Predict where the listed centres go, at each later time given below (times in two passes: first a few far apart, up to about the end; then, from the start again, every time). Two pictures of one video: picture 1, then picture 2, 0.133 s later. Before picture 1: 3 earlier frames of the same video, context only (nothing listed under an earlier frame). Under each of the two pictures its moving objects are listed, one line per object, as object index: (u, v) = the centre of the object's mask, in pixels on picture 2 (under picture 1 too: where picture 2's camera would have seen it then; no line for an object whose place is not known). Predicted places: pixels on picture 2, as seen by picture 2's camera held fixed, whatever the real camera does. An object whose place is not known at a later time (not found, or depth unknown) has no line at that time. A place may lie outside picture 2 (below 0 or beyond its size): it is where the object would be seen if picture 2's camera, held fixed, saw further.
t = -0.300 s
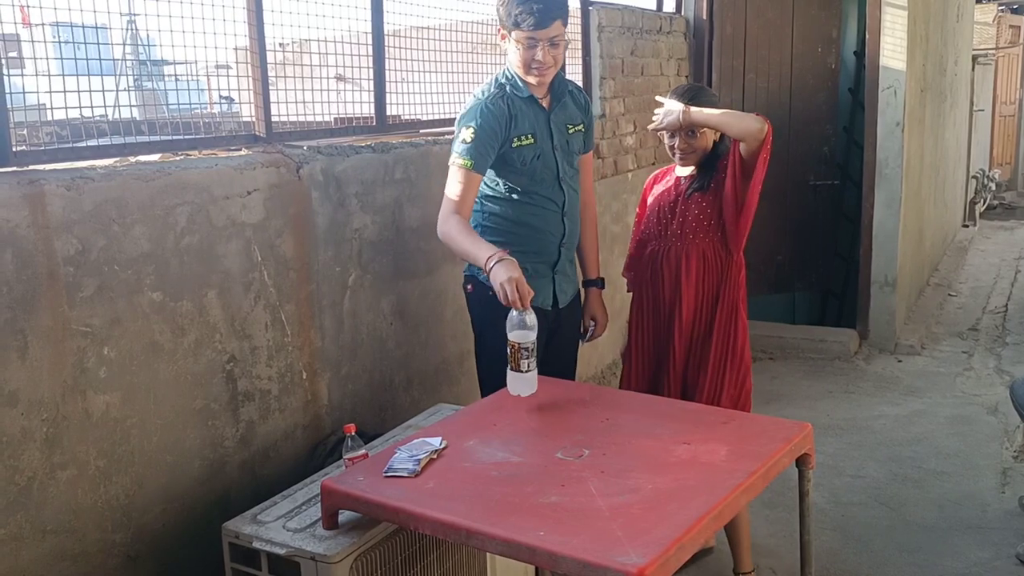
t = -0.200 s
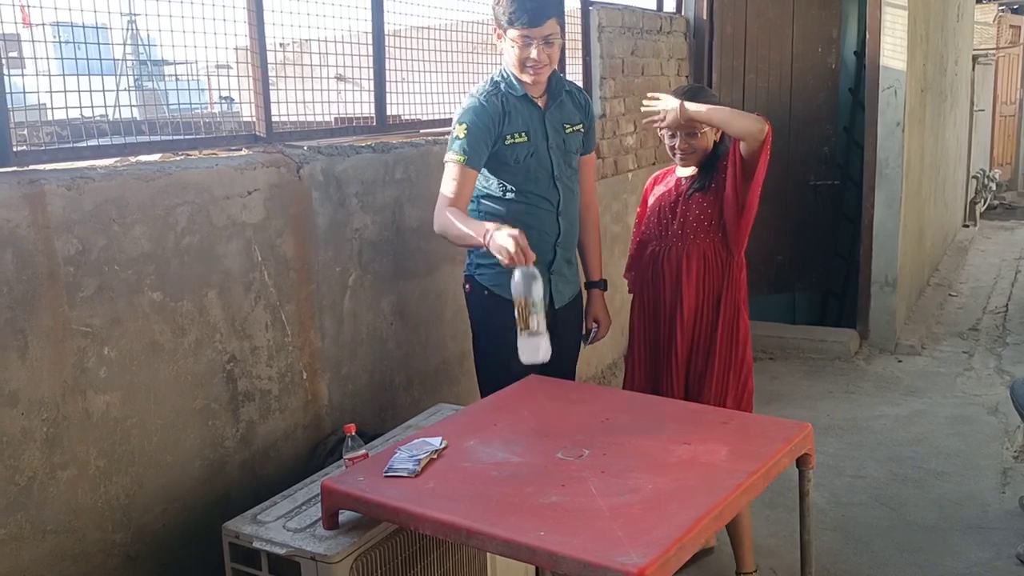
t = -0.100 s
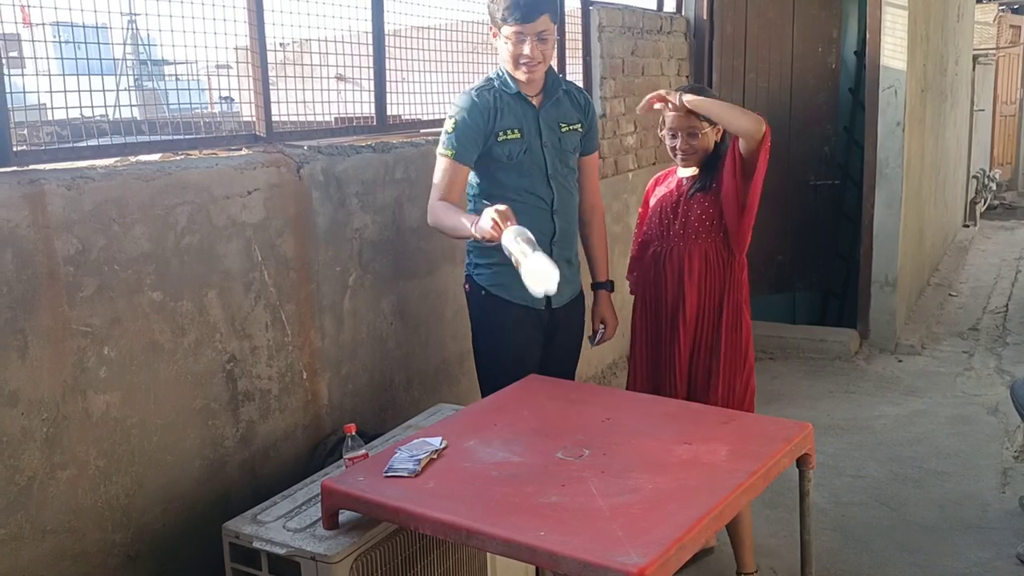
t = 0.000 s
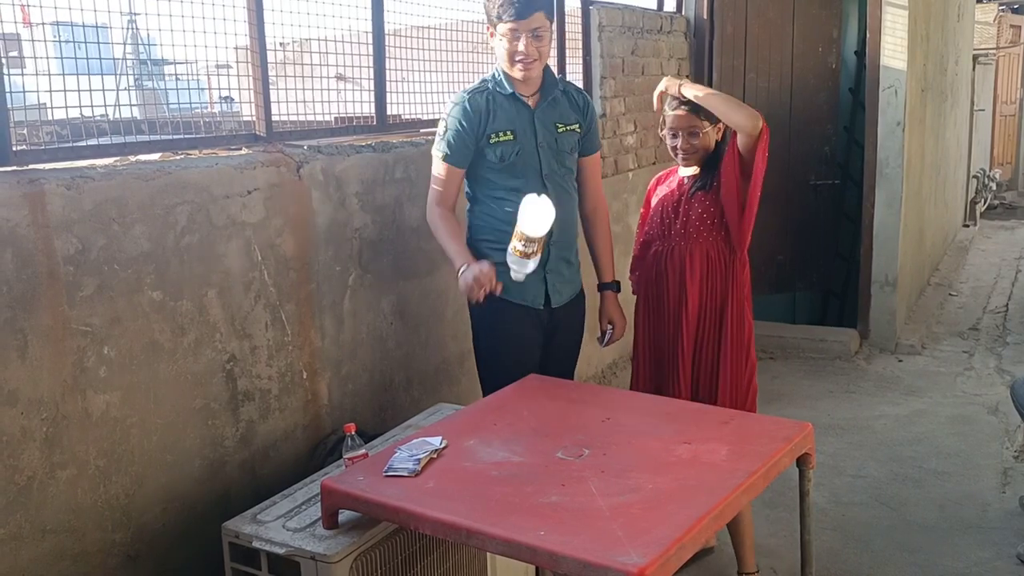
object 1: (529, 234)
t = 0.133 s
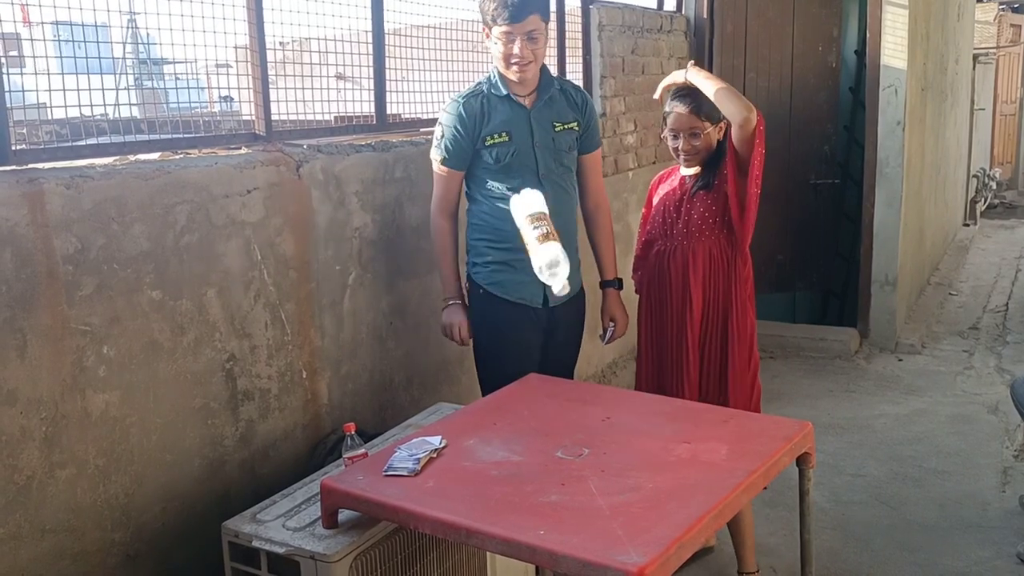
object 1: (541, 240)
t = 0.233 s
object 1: (540, 271)
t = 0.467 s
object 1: (552, 430)
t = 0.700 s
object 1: (542, 438)
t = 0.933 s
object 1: (527, 441)
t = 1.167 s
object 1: (513, 445)
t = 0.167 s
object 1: (542, 245)
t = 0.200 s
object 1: (541, 254)
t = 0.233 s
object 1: (540, 271)
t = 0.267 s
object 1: (541, 295)
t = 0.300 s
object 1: (542, 326)
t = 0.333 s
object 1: (543, 362)
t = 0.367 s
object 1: (545, 392)
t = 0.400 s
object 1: (549, 404)
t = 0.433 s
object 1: (551, 419)
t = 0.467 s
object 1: (552, 430)
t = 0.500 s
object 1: (553, 433)
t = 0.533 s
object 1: (553, 434)
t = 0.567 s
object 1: (551, 435)
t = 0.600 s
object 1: (549, 435)
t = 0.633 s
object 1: (546, 436)
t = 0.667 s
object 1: (544, 437)
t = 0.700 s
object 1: (542, 438)
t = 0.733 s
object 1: (540, 438)
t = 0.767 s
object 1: (538, 438)
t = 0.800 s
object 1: (536, 439)
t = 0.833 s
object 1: (534, 439)
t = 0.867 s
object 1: (532, 440)
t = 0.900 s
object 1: (529, 441)
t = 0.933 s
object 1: (527, 441)
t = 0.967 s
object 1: (525, 441)
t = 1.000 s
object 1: (523, 442)
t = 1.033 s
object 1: (521, 443)
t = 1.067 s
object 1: (519, 443)
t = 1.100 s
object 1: (516, 444)
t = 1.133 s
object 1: (514, 444)
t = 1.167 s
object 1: (513, 445)
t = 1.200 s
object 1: (511, 445)
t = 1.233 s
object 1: (509, 445)
